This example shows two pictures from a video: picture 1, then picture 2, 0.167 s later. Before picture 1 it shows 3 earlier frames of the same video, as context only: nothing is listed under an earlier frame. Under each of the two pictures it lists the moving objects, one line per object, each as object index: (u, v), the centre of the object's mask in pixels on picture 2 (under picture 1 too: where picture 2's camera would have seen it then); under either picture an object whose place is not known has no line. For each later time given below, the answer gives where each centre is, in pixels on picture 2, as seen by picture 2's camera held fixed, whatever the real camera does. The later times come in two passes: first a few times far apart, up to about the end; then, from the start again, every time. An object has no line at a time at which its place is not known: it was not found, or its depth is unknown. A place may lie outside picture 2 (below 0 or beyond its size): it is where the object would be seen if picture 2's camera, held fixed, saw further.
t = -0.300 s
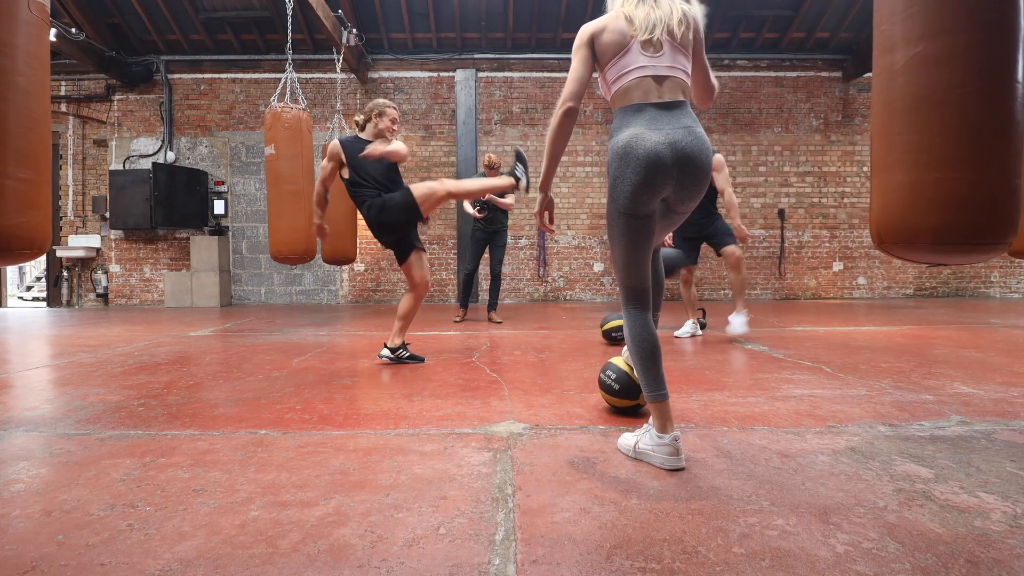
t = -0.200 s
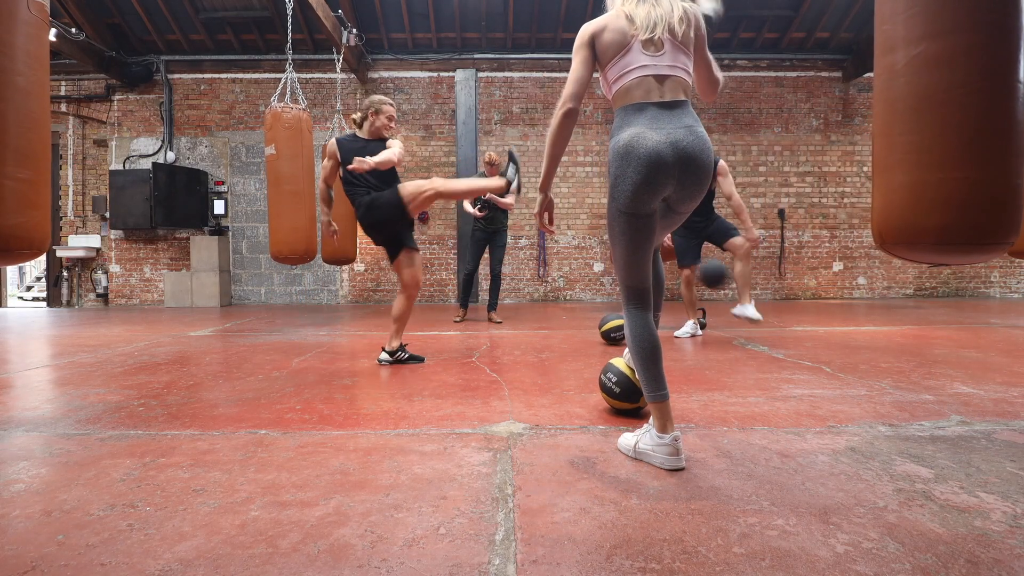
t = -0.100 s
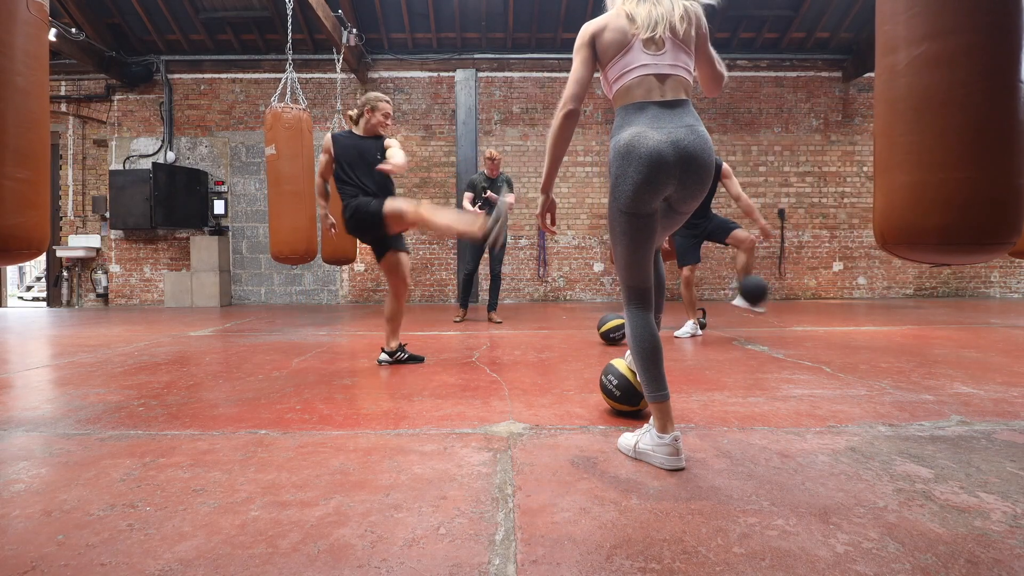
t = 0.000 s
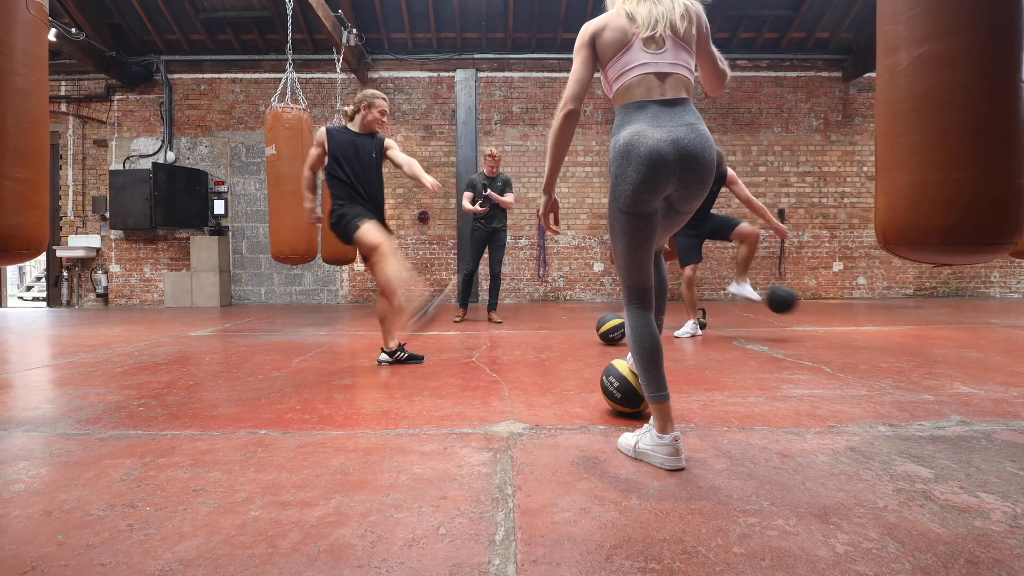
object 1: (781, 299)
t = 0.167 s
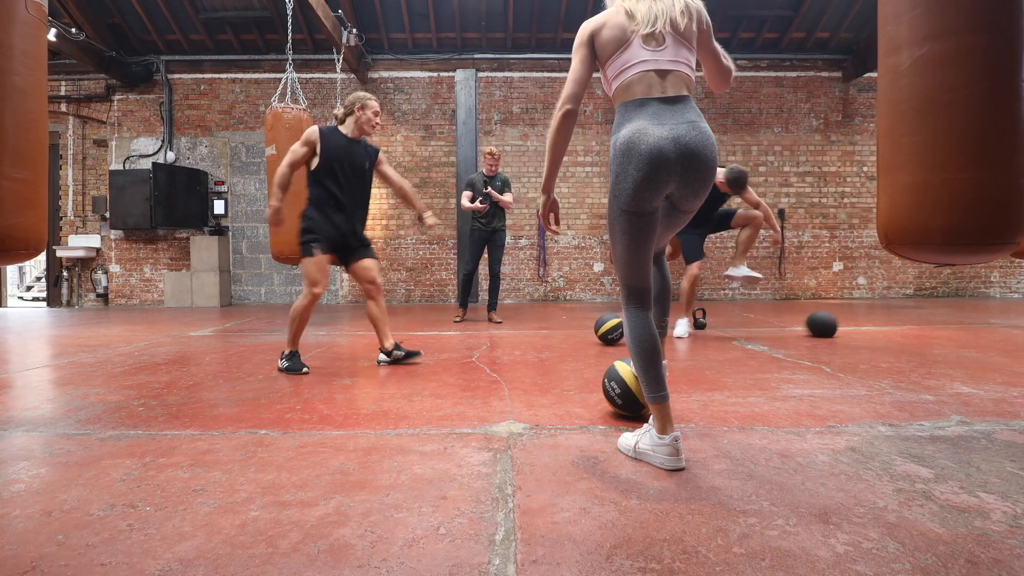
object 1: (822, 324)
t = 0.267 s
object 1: (840, 321)
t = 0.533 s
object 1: (880, 323)
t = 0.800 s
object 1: (908, 323)
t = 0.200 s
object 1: (828, 322)
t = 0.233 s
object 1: (834, 321)
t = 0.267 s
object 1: (840, 321)
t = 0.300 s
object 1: (846, 323)
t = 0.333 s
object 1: (851, 324)
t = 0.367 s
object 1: (857, 324)
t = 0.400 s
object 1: (861, 323)
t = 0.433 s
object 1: (866, 323)
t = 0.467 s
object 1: (871, 323)
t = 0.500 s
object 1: (876, 323)
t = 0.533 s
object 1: (880, 323)
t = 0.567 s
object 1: (884, 323)
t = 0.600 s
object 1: (888, 323)
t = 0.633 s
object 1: (892, 323)
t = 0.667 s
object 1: (896, 323)
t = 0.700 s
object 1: (899, 323)
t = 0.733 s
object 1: (902, 323)
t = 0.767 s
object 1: (905, 323)
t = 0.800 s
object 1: (908, 323)
